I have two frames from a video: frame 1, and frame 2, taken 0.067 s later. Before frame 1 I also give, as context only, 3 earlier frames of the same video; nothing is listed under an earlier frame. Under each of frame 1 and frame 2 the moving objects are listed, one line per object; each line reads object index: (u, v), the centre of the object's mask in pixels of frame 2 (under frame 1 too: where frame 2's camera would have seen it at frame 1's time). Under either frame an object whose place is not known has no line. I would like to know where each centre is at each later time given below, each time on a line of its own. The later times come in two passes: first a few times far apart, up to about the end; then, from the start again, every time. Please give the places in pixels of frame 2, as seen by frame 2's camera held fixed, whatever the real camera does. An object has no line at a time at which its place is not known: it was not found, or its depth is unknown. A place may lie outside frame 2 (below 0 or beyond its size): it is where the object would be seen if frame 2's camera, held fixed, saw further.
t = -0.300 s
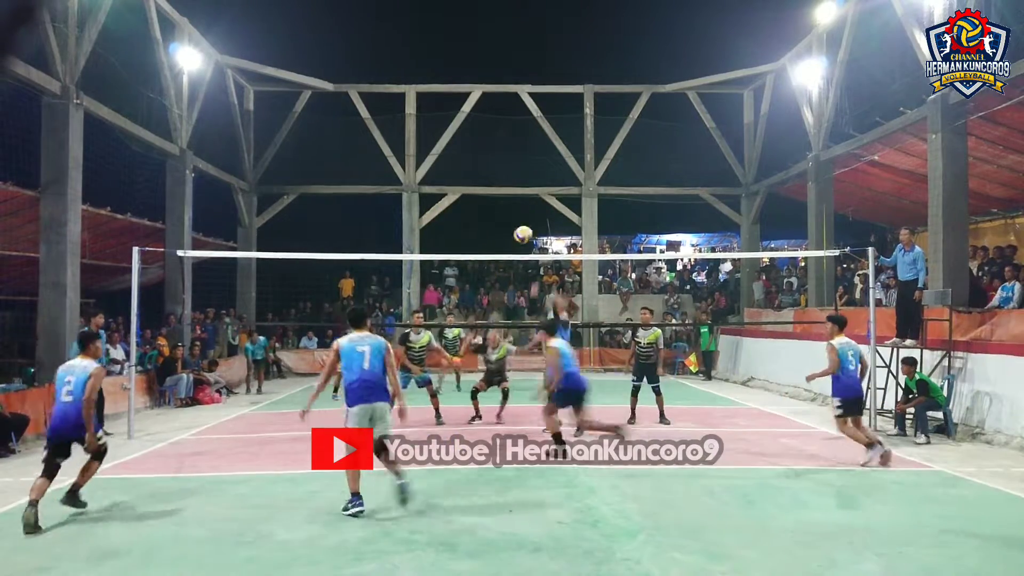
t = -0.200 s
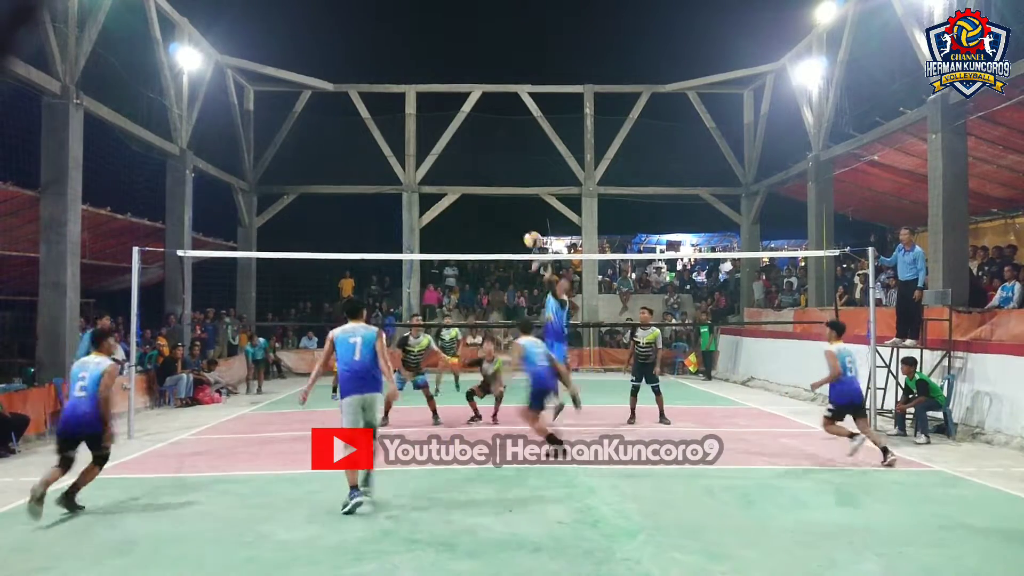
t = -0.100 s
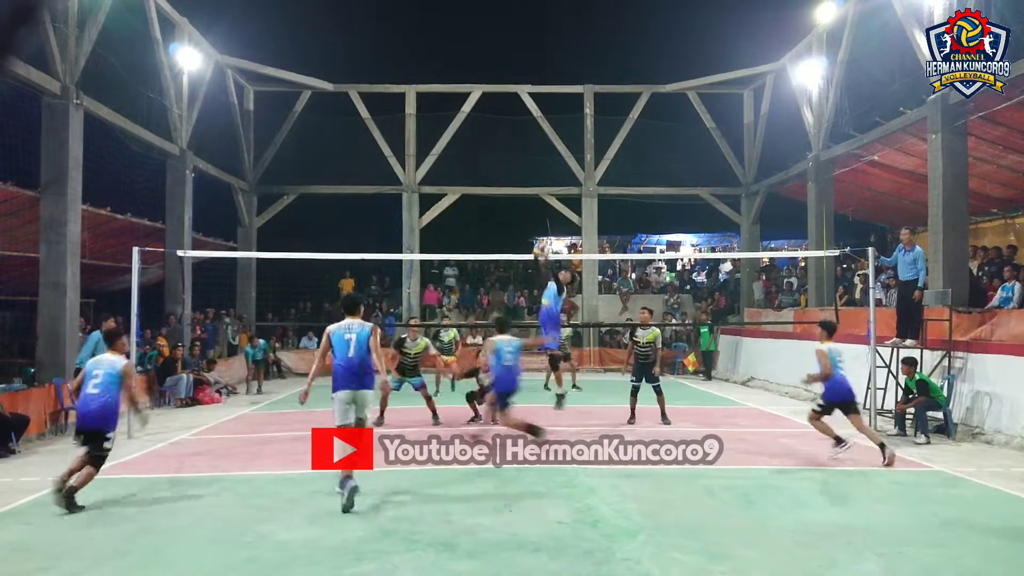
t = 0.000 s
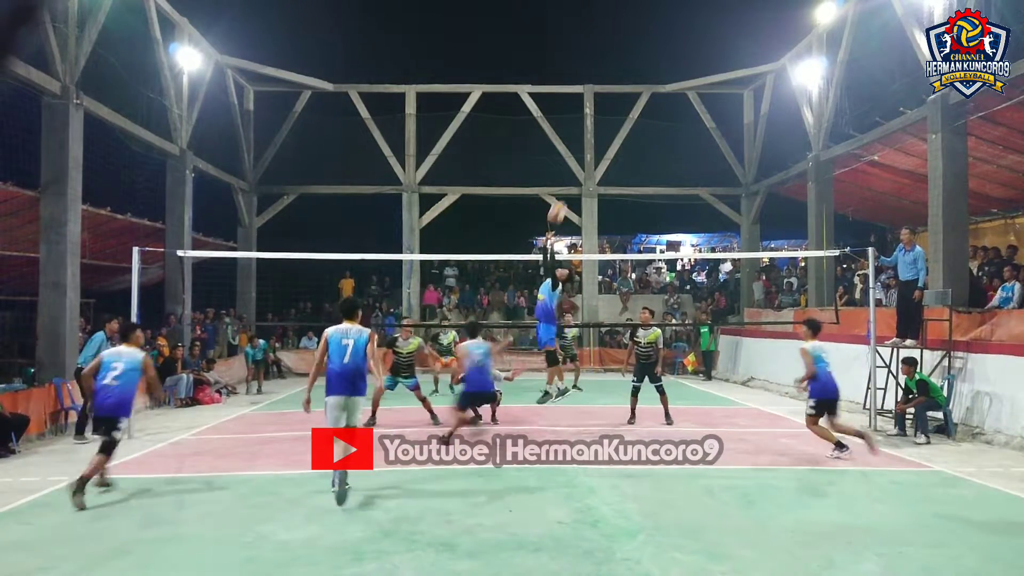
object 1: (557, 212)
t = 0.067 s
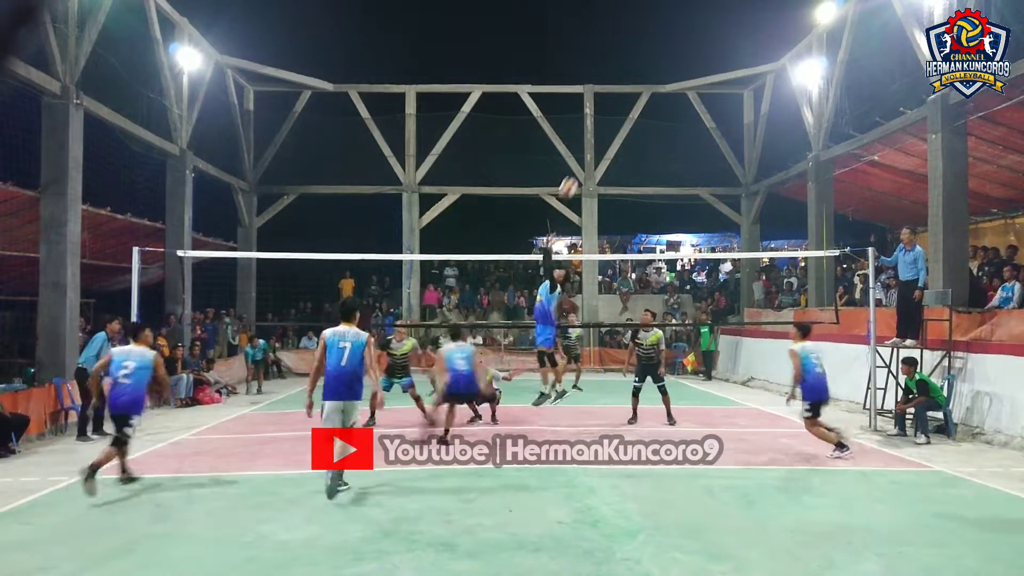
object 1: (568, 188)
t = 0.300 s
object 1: (604, 132)
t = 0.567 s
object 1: (643, 117)
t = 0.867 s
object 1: (686, 159)
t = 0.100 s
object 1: (573, 178)
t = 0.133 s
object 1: (578, 168)
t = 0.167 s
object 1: (584, 158)
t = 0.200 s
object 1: (588, 151)
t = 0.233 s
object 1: (594, 143)
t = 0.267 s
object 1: (599, 136)
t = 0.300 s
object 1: (604, 132)
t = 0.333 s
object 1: (609, 127)
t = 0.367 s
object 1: (614, 123)
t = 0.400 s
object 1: (619, 120)
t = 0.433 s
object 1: (624, 118)
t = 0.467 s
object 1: (629, 116)
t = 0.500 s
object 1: (633, 116)
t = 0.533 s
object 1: (638, 116)
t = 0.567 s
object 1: (643, 117)
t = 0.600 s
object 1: (648, 118)
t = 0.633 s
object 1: (653, 121)
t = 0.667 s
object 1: (658, 124)
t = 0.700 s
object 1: (662, 128)
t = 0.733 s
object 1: (667, 133)
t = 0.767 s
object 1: (672, 138)
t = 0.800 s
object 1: (676, 144)
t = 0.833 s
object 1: (681, 151)
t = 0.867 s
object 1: (686, 159)
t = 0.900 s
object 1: (690, 167)
